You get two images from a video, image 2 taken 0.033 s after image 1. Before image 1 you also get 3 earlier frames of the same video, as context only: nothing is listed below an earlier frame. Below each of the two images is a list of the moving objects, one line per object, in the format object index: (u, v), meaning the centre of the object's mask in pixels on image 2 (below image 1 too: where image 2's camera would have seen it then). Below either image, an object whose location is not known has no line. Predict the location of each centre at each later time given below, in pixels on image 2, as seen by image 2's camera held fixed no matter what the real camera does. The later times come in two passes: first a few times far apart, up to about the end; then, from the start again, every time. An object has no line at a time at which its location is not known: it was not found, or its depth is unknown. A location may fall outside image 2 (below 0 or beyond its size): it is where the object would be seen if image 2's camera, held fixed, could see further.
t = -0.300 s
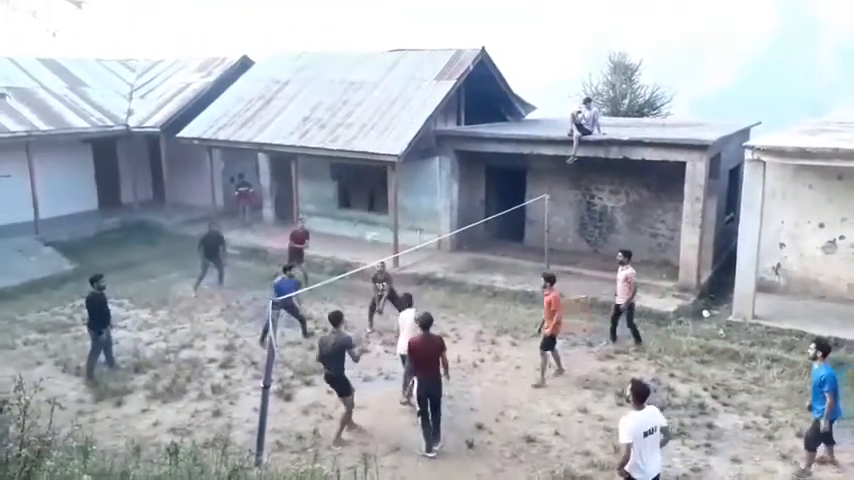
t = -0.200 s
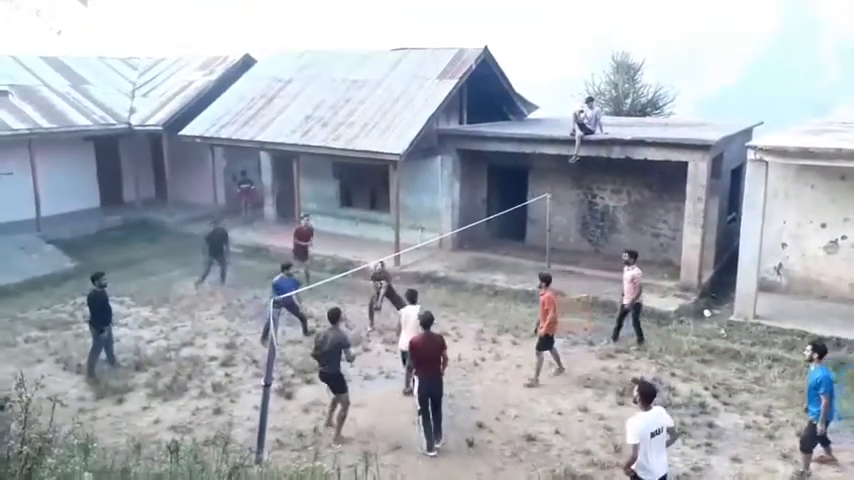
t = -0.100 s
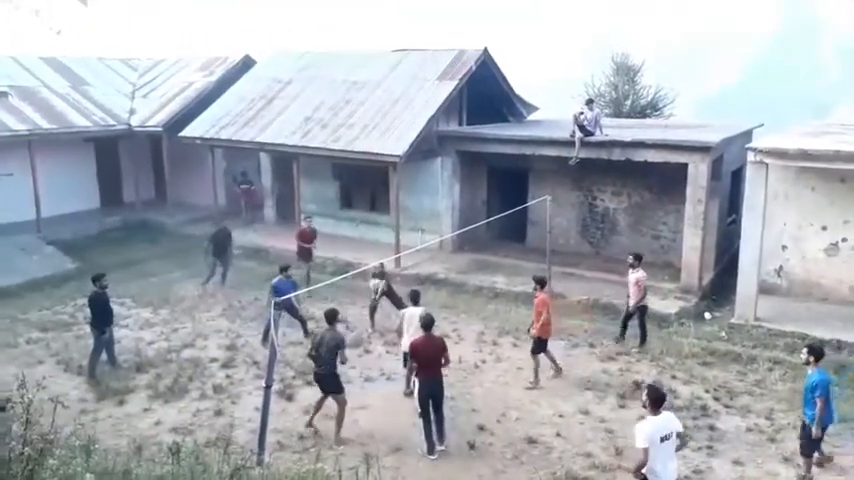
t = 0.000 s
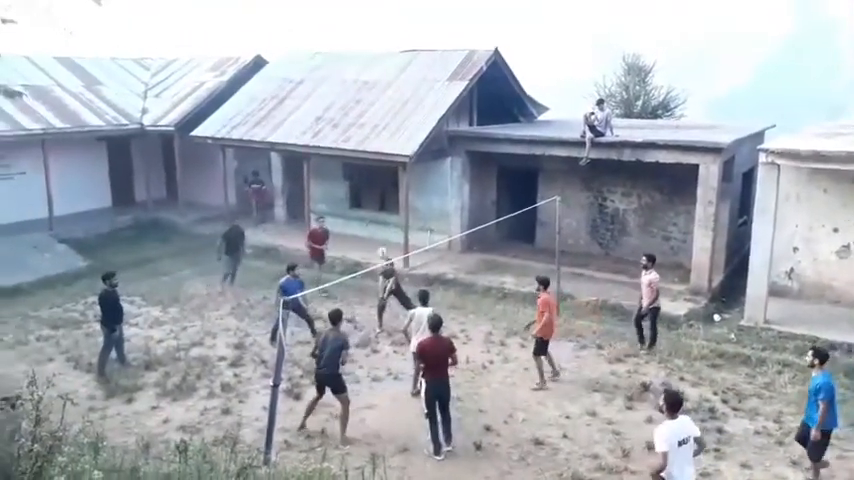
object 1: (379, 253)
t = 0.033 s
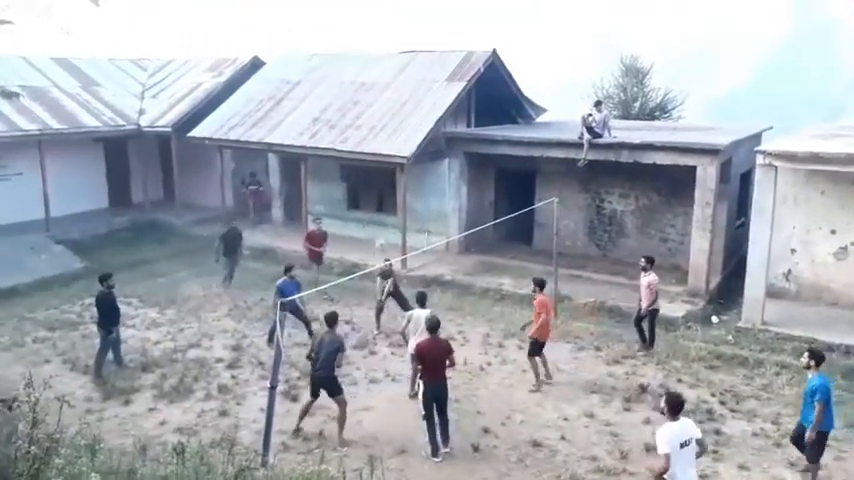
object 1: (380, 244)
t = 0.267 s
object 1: (380, 193)
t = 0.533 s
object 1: (381, 169)
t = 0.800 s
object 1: (382, 187)
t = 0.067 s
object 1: (379, 235)
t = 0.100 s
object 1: (380, 226)
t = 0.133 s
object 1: (380, 218)
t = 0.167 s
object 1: (381, 210)
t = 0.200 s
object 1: (380, 204)
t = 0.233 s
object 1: (380, 199)
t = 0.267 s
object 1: (380, 193)
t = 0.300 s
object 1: (381, 188)
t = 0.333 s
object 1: (381, 184)
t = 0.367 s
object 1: (380, 180)
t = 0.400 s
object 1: (380, 176)
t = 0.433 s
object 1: (380, 173)
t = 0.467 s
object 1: (380, 171)
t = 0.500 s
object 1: (381, 170)
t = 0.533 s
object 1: (381, 169)
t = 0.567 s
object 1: (381, 169)
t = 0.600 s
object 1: (380, 170)
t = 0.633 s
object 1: (381, 171)
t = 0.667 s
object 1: (381, 173)
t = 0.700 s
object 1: (381, 175)
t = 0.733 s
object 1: (381, 178)
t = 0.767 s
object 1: (381, 182)
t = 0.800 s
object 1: (382, 187)
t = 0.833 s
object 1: (382, 192)
